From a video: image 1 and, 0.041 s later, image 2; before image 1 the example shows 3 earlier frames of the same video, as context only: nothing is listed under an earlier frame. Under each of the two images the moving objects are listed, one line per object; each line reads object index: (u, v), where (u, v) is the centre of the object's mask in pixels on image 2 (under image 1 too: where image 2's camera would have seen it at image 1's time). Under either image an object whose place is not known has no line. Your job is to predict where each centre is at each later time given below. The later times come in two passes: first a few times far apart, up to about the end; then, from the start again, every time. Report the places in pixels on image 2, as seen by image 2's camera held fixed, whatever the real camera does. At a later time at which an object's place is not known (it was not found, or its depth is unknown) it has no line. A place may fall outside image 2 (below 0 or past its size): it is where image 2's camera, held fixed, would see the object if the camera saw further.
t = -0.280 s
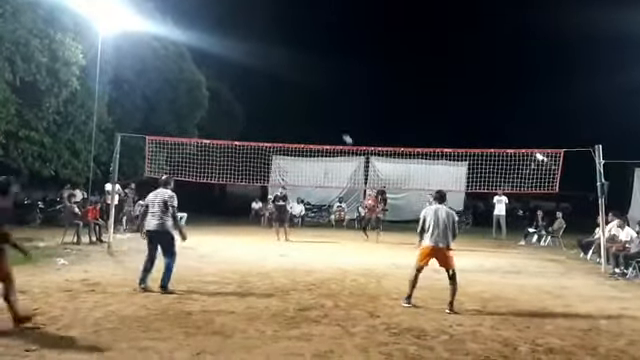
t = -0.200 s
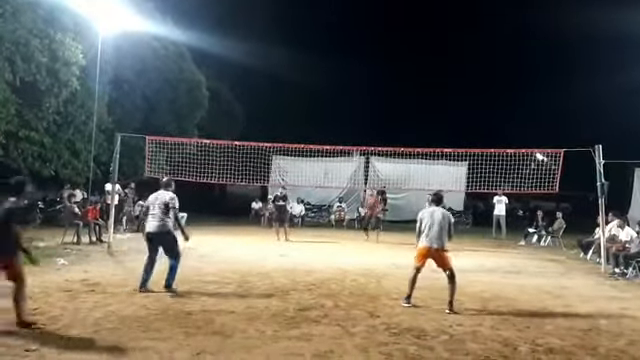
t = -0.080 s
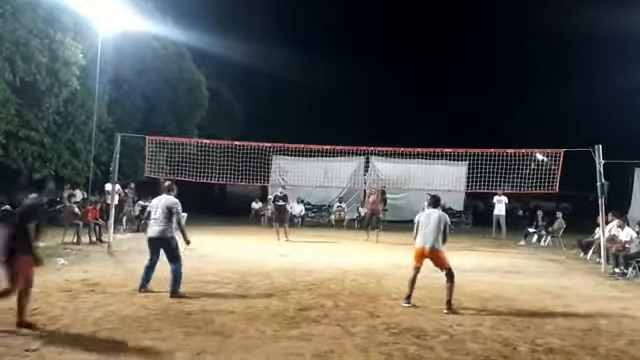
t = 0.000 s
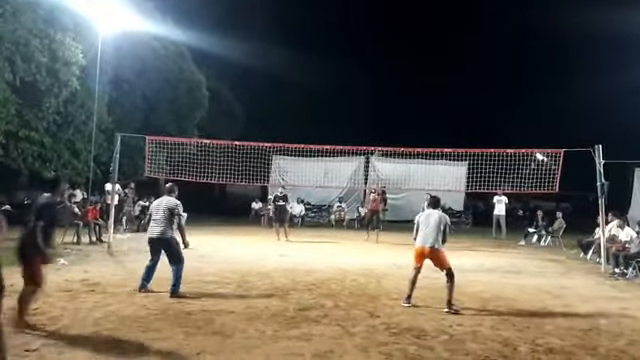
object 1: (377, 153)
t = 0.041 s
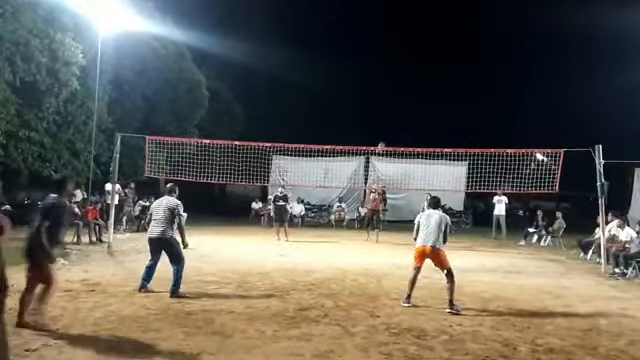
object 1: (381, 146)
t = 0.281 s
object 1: (405, 106)
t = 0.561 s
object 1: (438, 78)
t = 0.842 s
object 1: (477, 82)
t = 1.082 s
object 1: (518, 119)
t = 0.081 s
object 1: (384, 140)
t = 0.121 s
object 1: (388, 132)
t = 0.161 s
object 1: (392, 124)
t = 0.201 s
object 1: (396, 118)
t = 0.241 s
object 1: (401, 111)
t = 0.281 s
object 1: (405, 106)
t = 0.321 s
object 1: (409, 100)
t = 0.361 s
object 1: (414, 95)
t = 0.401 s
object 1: (418, 91)
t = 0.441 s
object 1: (423, 87)
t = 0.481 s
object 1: (428, 84)
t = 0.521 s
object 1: (433, 81)
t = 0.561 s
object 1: (438, 78)
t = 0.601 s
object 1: (443, 77)
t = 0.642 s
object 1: (448, 76)
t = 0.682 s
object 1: (454, 75)
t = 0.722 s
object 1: (460, 76)
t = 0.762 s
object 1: (466, 77)
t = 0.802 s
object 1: (471, 79)
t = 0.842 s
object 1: (477, 82)
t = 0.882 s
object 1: (484, 85)
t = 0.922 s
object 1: (490, 90)
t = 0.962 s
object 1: (497, 96)
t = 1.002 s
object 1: (503, 103)
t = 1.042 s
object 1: (511, 110)
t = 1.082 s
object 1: (518, 119)
